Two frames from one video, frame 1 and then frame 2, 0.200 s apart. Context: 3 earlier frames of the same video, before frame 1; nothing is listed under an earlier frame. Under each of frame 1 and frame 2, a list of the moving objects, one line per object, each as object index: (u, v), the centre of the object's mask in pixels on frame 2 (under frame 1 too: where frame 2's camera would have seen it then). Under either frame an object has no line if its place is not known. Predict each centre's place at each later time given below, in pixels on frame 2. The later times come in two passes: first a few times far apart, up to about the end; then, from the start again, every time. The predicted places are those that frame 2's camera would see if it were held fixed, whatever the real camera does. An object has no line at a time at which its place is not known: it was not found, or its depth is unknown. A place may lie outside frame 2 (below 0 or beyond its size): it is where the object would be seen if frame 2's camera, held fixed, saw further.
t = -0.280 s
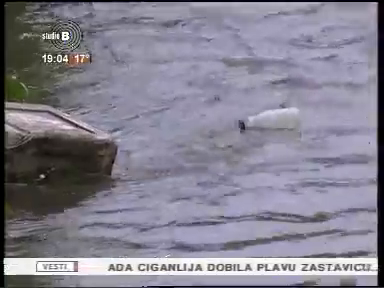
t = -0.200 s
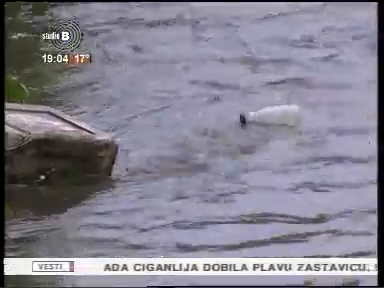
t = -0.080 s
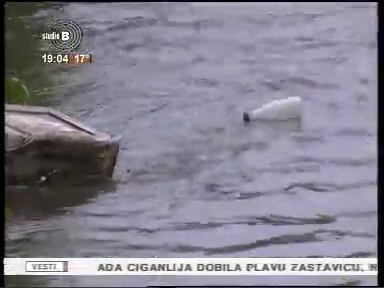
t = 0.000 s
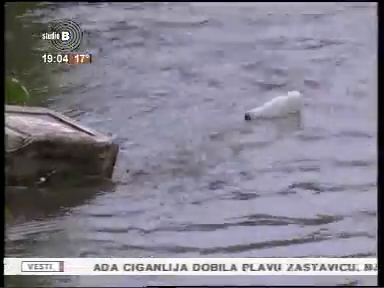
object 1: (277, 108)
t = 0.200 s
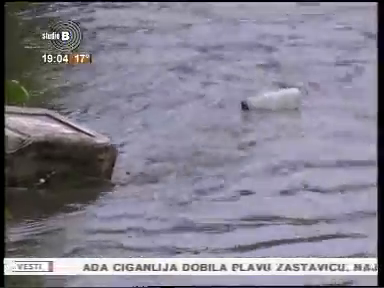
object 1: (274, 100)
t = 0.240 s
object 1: (274, 98)
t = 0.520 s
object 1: (273, 84)
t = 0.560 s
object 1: (274, 82)
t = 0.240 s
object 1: (274, 98)
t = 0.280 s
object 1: (273, 97)
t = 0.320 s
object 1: (273, 95)
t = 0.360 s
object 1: (273, 92)
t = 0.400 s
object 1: (274, 91)
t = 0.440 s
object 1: (275, 88)
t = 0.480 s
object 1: (274, 86)
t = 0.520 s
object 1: (273, 84)
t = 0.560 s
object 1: (274, 82)
